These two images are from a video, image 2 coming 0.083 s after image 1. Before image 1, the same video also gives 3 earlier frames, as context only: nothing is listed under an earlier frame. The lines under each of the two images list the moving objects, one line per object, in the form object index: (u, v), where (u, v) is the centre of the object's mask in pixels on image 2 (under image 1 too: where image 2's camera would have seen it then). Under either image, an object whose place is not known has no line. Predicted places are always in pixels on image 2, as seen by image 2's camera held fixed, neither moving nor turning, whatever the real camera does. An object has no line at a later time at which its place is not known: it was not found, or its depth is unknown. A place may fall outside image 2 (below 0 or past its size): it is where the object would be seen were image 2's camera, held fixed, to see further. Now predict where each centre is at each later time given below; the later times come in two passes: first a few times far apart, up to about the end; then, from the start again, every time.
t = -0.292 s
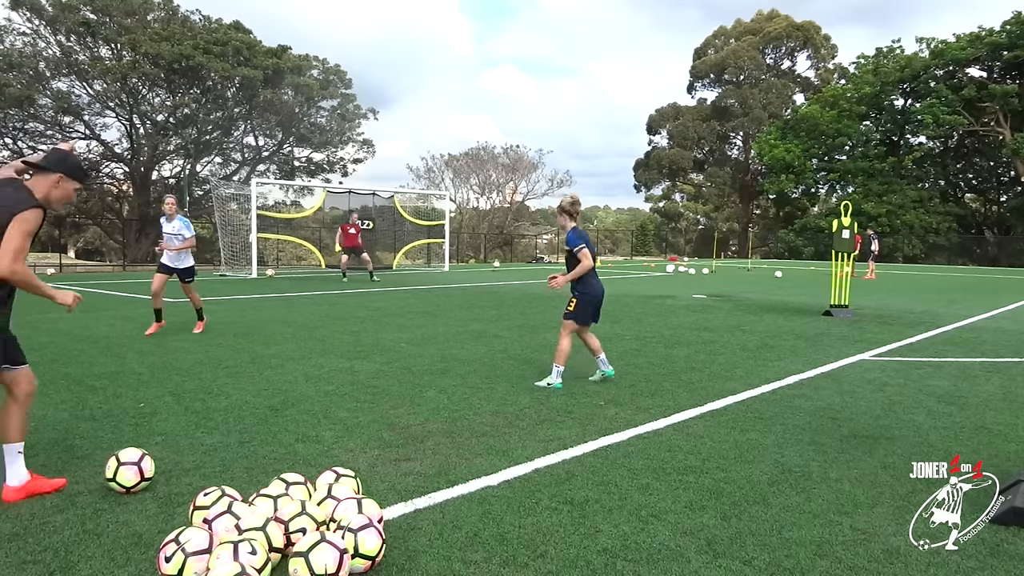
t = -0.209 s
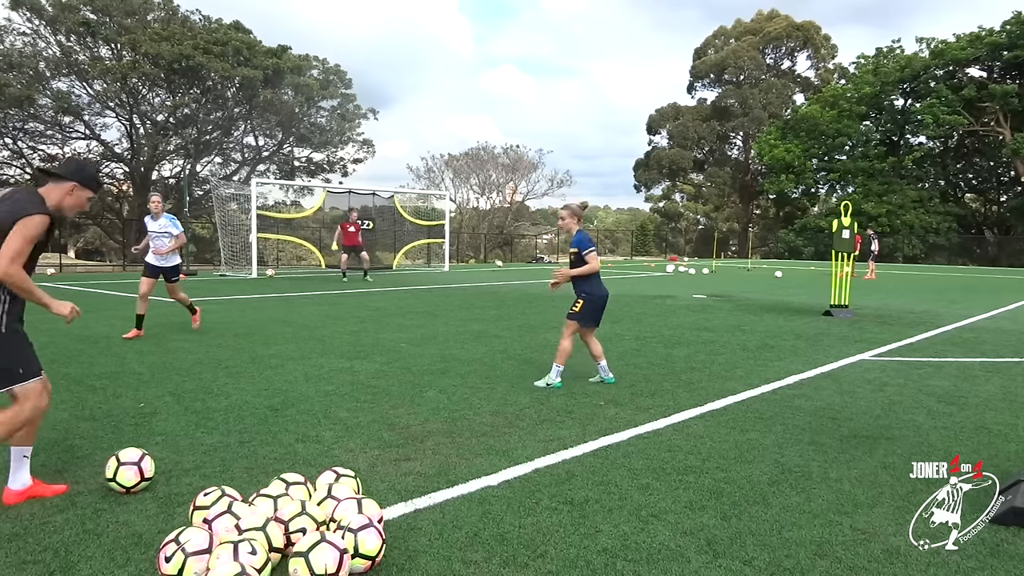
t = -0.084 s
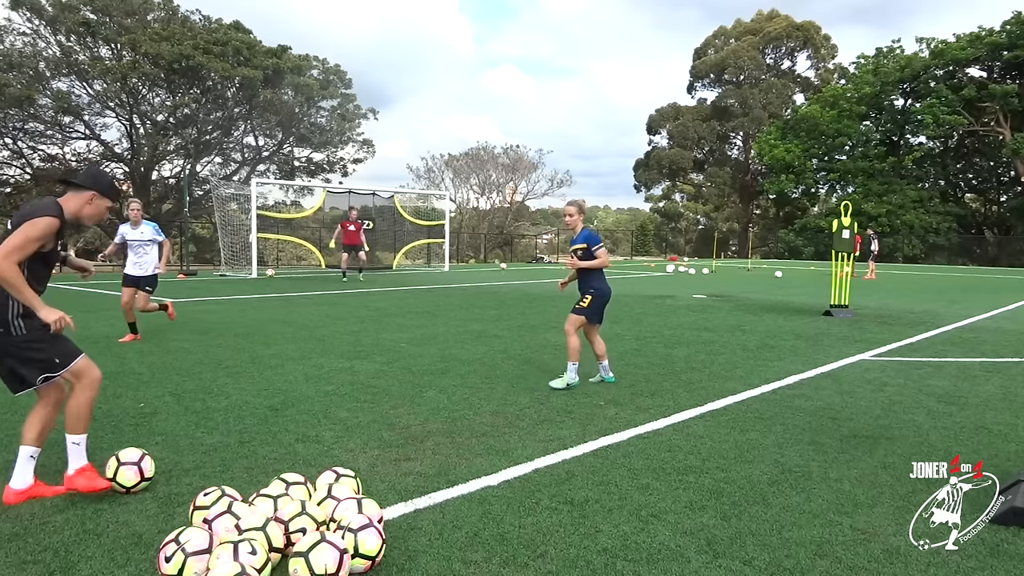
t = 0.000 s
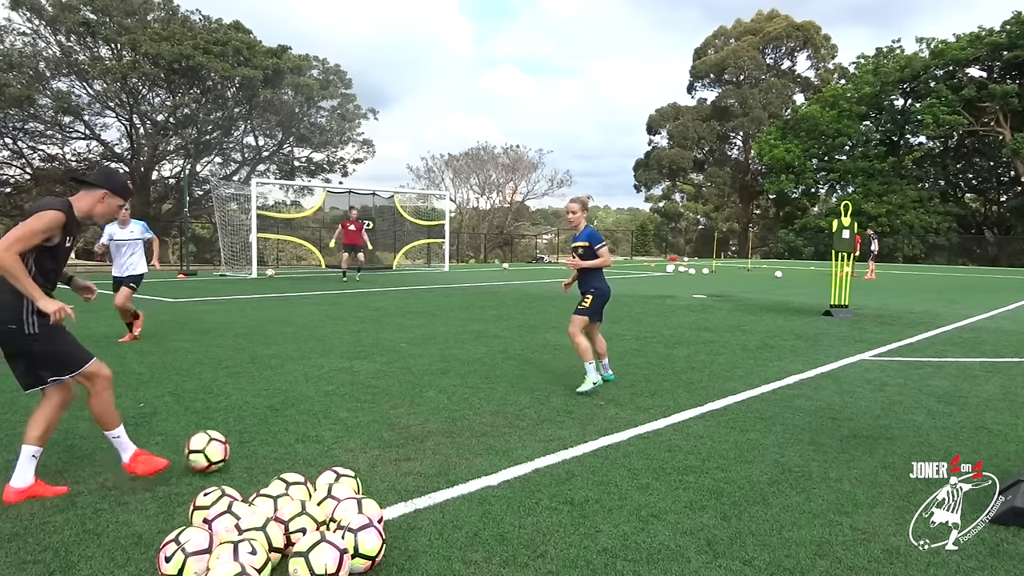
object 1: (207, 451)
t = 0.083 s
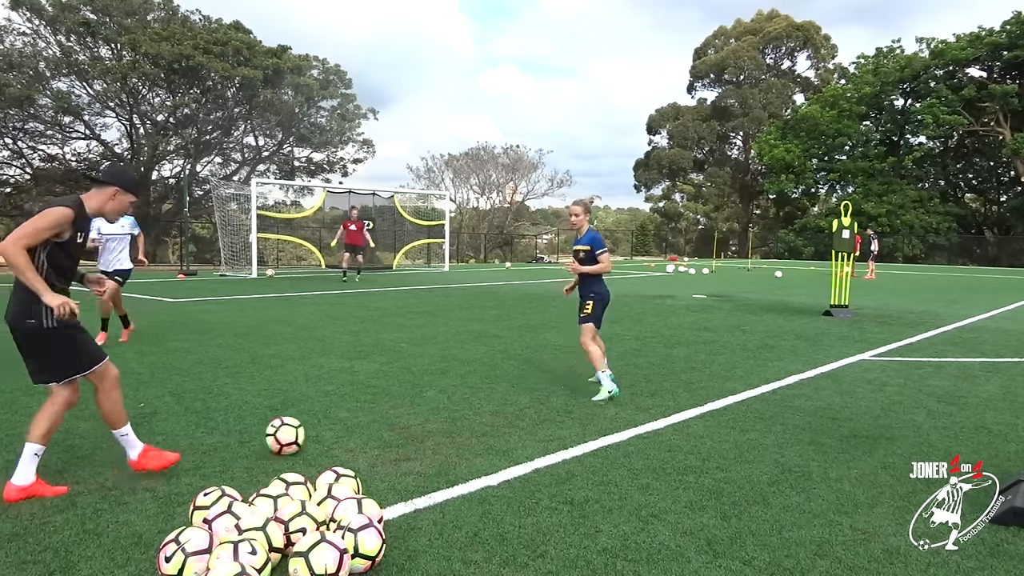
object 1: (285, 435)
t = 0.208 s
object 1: (370, 415)
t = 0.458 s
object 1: (479, 392)
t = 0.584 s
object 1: (516, 383)
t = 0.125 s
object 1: (316, 428)
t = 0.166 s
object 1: (345, 422)
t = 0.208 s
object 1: (370, 415)
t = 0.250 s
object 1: (393, 410)
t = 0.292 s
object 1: (414, 407)
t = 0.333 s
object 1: (433, 402)
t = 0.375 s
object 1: (450, 398)
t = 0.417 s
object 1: (465, 395)
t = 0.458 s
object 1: (479, 392)
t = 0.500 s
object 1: (492, 388)
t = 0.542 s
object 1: (504, 386)
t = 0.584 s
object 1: (516, 383)
